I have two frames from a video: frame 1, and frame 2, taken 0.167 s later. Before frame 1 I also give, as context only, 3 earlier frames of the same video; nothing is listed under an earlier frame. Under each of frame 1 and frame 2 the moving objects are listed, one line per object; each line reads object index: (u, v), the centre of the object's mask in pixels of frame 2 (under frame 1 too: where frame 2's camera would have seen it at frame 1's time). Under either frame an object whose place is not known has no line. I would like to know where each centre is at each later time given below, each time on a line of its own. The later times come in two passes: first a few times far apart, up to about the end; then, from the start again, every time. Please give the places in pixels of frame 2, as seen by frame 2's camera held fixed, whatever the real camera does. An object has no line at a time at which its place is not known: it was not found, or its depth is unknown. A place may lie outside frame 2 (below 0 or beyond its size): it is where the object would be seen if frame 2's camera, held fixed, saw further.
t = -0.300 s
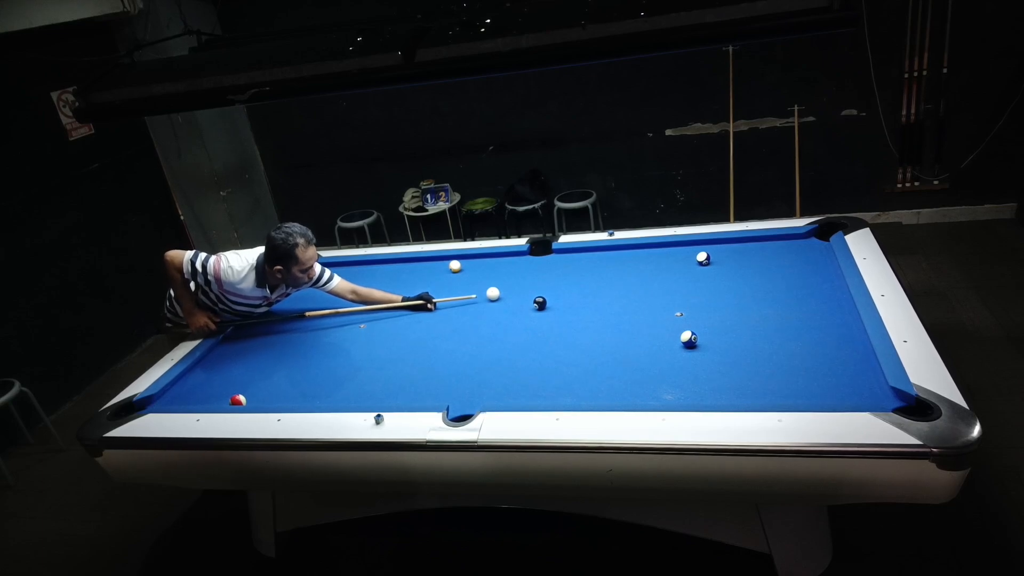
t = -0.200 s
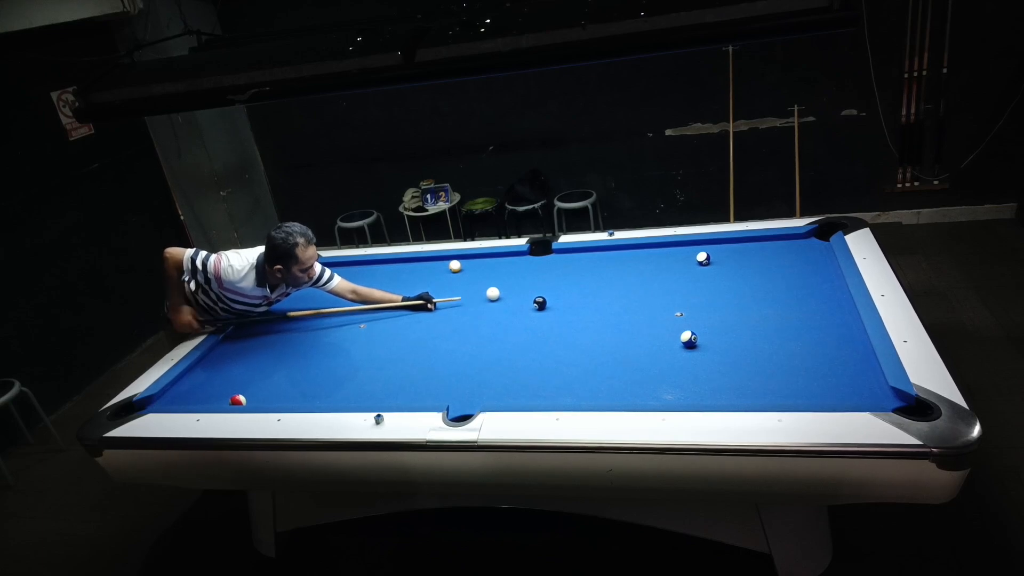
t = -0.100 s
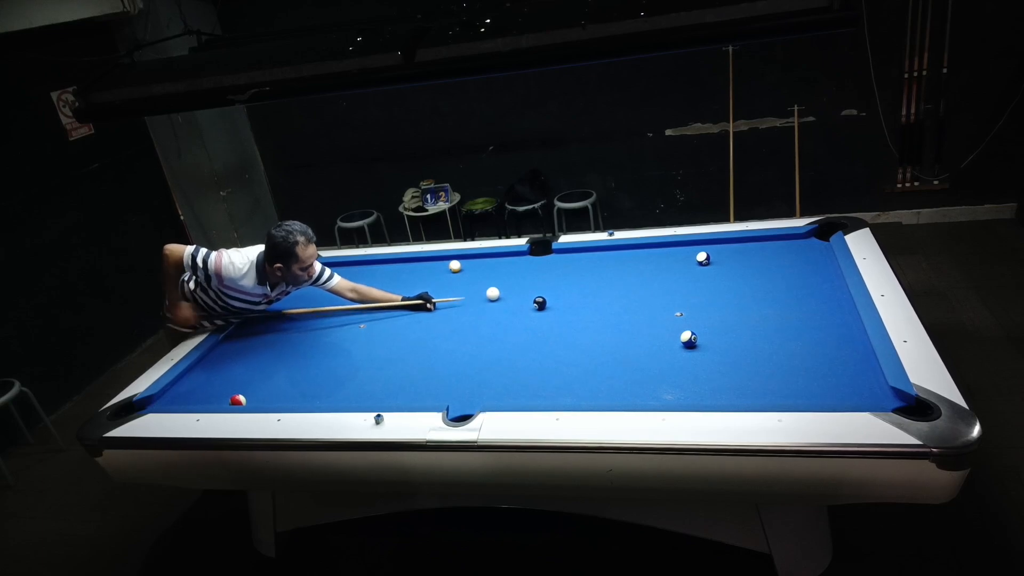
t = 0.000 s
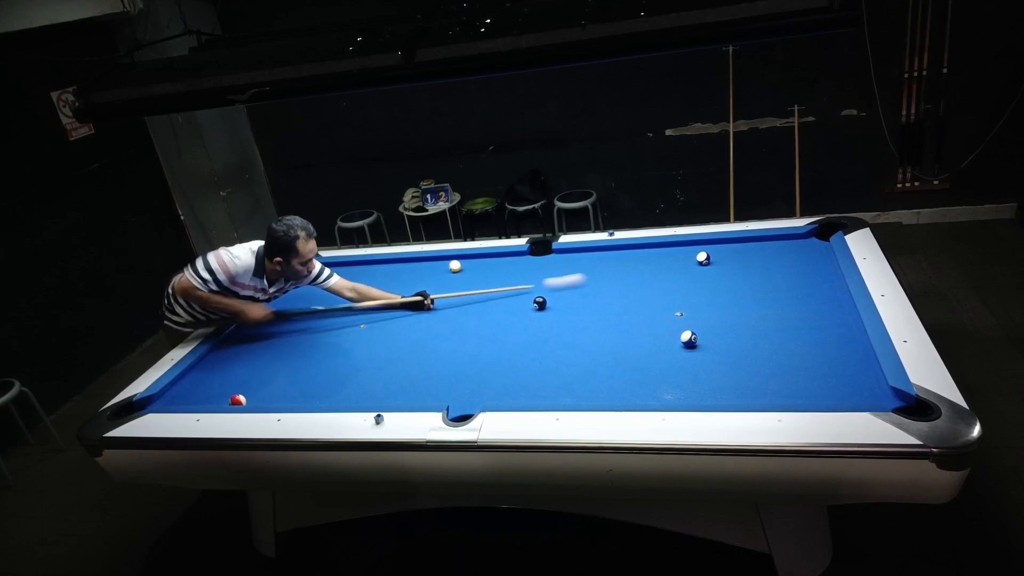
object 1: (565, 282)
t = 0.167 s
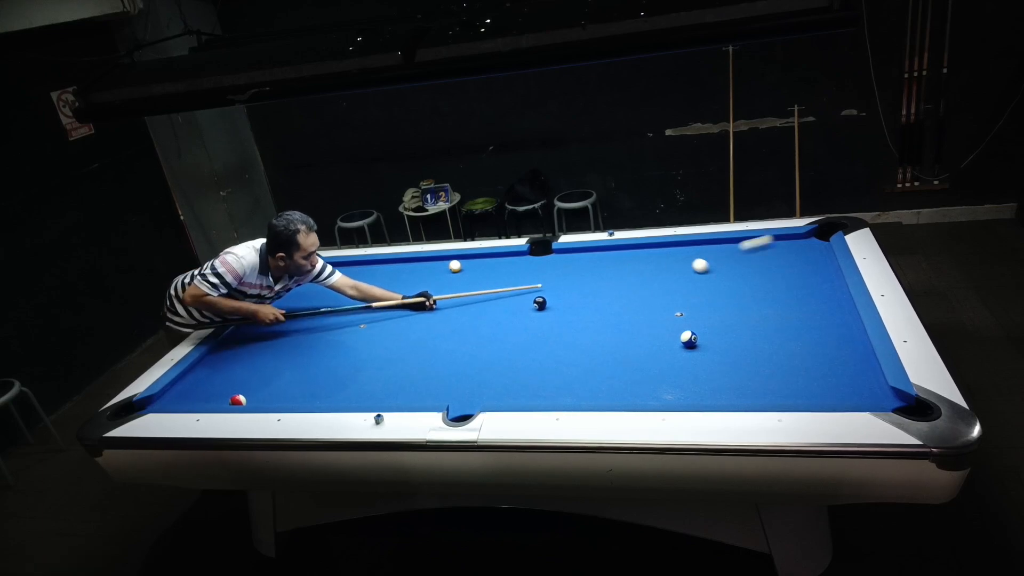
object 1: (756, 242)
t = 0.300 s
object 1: (814, 249)
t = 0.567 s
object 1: (722, 283)
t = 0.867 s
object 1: (623, 305)
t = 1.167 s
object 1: (524, 328)
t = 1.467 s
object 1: (424, 351)
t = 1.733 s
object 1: (336, 369)
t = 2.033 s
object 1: (232, 392)
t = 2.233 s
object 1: (180, 399)
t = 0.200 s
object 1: (784, 236)
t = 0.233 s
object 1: (806, 239)
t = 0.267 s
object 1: (821, 244)
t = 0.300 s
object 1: (814, 249)
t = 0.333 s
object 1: (801, 254)
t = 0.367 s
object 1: (791, 260)
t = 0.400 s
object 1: (779, 265)
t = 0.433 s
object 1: (768, 271)
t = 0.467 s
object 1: (757, 275)
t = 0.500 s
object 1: (743, 278)
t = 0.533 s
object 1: (733, 281)
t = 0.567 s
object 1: (722, 283)
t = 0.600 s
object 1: (711, 285)
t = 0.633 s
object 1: (700, 287)
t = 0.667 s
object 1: (688, 290)
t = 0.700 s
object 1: (678, 293)
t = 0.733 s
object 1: (667, 295)
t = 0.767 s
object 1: (655, 297)
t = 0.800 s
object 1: (645, 301)
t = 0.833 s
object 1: (634, 302)
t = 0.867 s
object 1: (623, 305)
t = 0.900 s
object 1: (613, 308)
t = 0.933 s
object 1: (601, 309)
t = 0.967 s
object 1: (590, 313)
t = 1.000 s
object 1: (580, 315)
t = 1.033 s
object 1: (568, 317)
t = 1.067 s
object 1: (557, 320)
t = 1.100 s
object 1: (547, 322)
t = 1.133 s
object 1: (535, 324)
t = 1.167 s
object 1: (524, 328)
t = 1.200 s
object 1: (514, 330)
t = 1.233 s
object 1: (502, 332)
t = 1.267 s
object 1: (491, 336)
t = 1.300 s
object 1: (481, 337)
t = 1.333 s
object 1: (469, 339)
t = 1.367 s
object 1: (458, 343)
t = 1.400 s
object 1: (448, 345)
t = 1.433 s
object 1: (436, 346)
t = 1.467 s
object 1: (424, 351)
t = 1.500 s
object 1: (414, 353)
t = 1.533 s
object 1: (403, 354)
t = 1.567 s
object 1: (391, 358)
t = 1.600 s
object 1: (381, 360)
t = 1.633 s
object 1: (370, 362)
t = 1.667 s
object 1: (357, 365)
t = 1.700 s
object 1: (347, 369)
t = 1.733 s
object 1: (336, 369)
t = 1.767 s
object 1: (323, 372)
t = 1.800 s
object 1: (313, 376)
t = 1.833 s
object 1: (302, 378)
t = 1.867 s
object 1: (290, 380)
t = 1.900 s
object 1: (278, 384)
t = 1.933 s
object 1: (268, 386)
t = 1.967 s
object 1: (256, 387)
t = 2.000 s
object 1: (244, 390)
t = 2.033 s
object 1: (232, 392)
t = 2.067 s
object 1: (222, 395)
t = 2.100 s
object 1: (210, 398)
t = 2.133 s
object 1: (199, 401)
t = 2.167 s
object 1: (191, 400)
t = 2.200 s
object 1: (185, 399)
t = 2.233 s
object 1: (180, 399)
